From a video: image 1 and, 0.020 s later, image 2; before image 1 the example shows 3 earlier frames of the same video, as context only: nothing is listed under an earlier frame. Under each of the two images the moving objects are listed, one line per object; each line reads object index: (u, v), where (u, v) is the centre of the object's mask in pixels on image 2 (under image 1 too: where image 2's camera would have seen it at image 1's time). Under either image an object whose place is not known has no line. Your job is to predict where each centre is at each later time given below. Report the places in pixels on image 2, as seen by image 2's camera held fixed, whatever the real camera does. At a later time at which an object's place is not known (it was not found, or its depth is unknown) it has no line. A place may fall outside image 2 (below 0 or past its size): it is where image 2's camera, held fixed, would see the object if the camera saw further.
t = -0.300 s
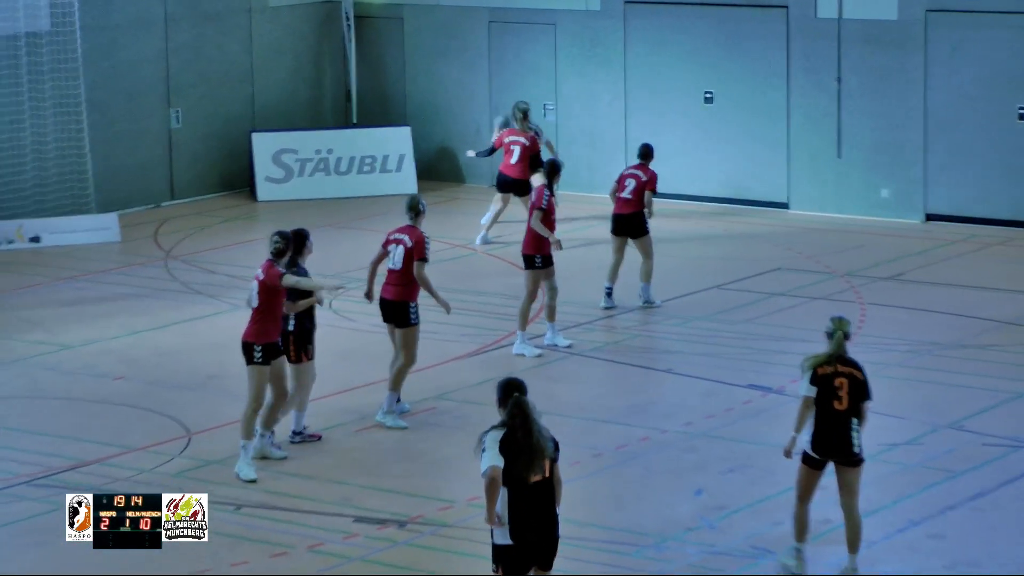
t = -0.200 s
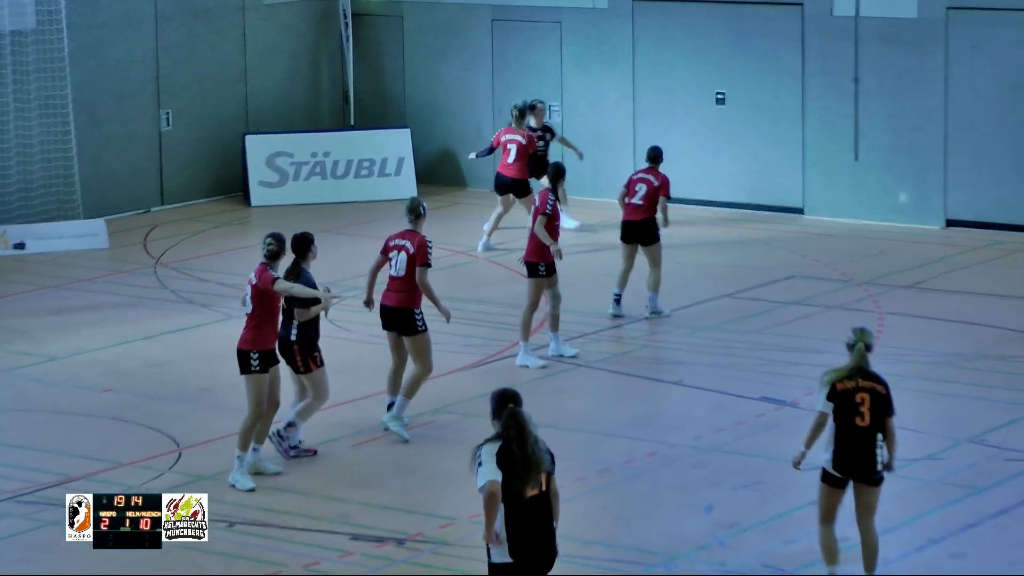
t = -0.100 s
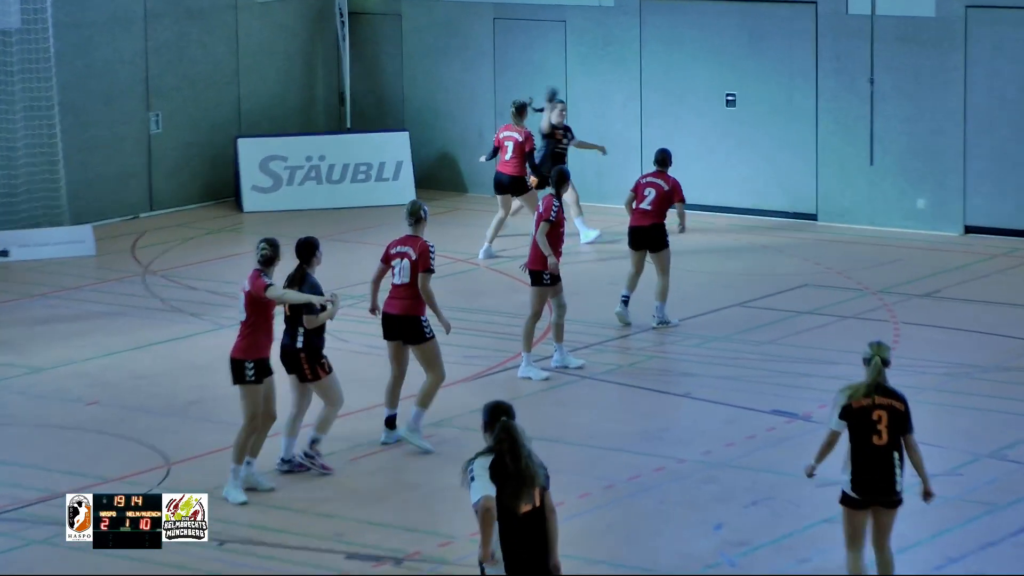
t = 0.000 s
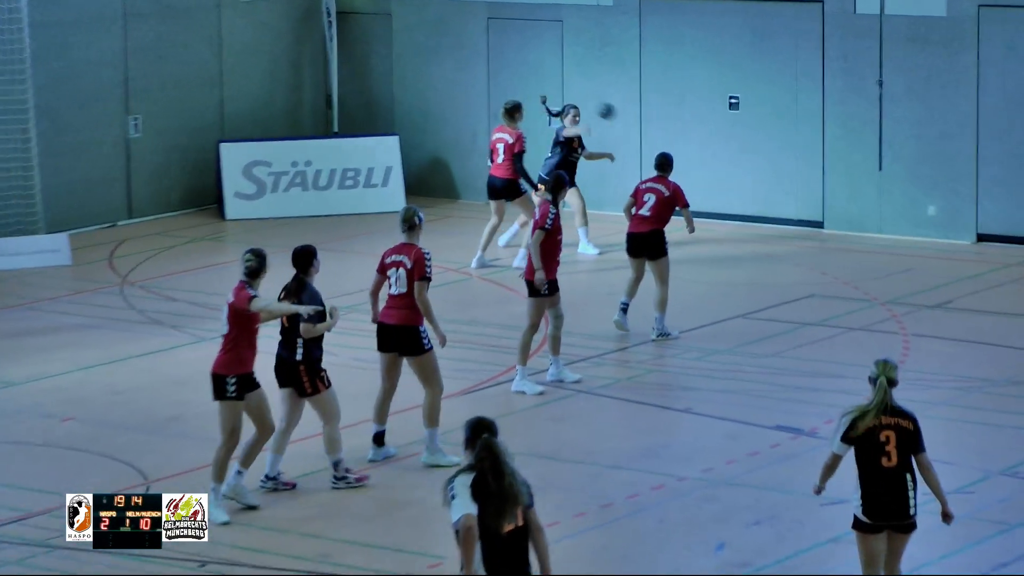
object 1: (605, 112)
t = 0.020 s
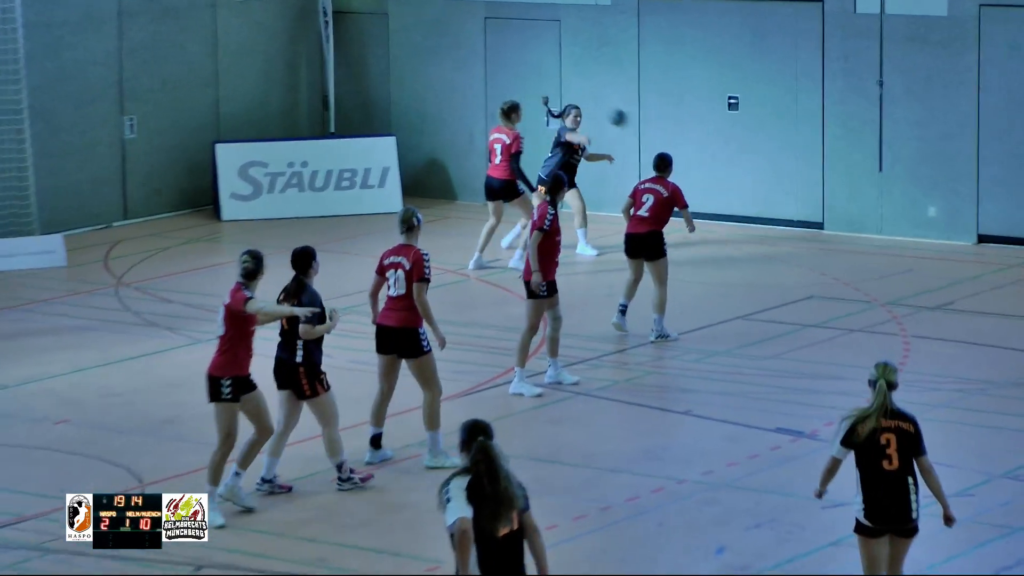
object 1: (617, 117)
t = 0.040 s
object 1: (631, 124)
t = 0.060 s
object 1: (647, 131)
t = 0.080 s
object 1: (660, 137)
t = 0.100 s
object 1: (669, 143)
